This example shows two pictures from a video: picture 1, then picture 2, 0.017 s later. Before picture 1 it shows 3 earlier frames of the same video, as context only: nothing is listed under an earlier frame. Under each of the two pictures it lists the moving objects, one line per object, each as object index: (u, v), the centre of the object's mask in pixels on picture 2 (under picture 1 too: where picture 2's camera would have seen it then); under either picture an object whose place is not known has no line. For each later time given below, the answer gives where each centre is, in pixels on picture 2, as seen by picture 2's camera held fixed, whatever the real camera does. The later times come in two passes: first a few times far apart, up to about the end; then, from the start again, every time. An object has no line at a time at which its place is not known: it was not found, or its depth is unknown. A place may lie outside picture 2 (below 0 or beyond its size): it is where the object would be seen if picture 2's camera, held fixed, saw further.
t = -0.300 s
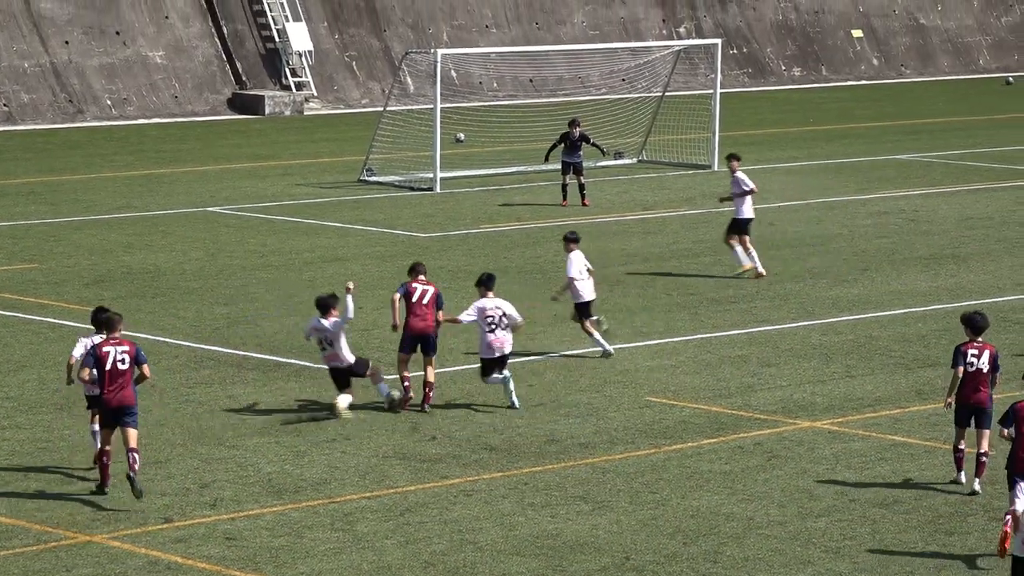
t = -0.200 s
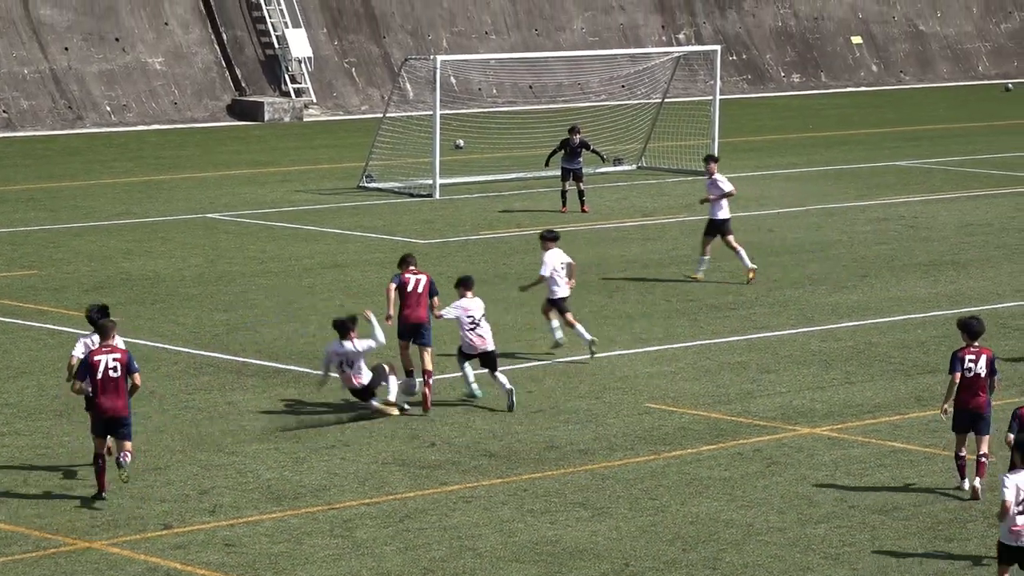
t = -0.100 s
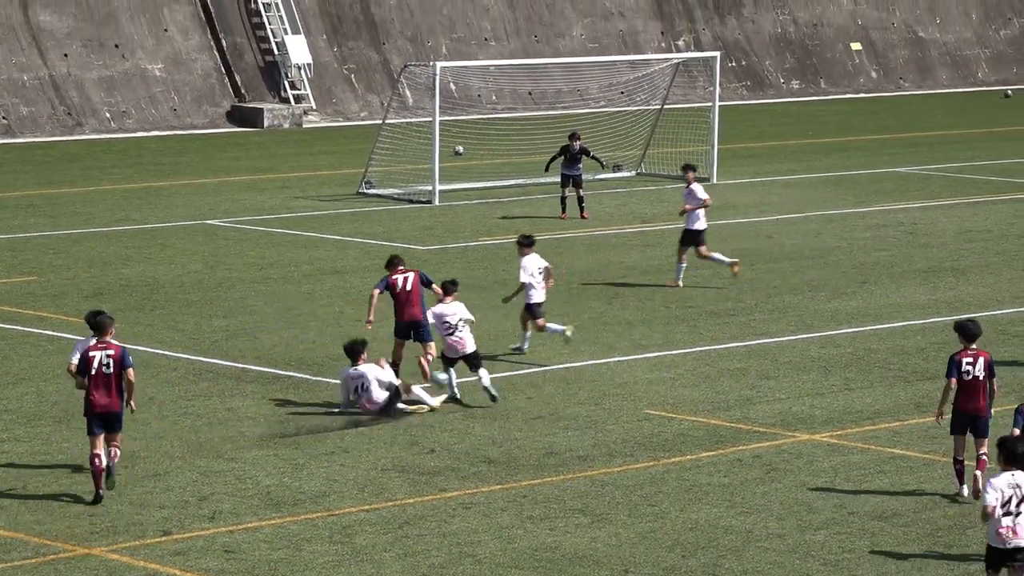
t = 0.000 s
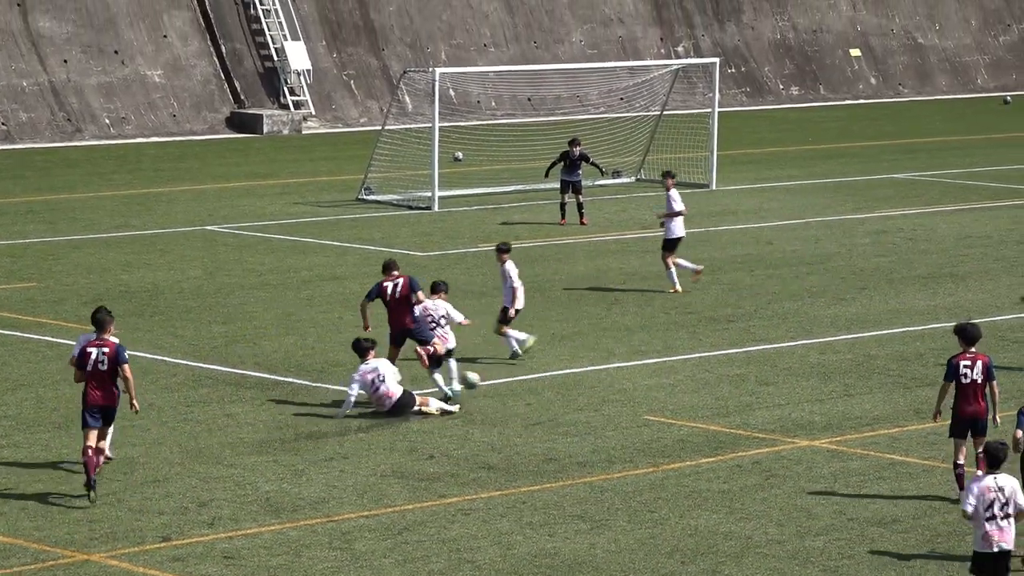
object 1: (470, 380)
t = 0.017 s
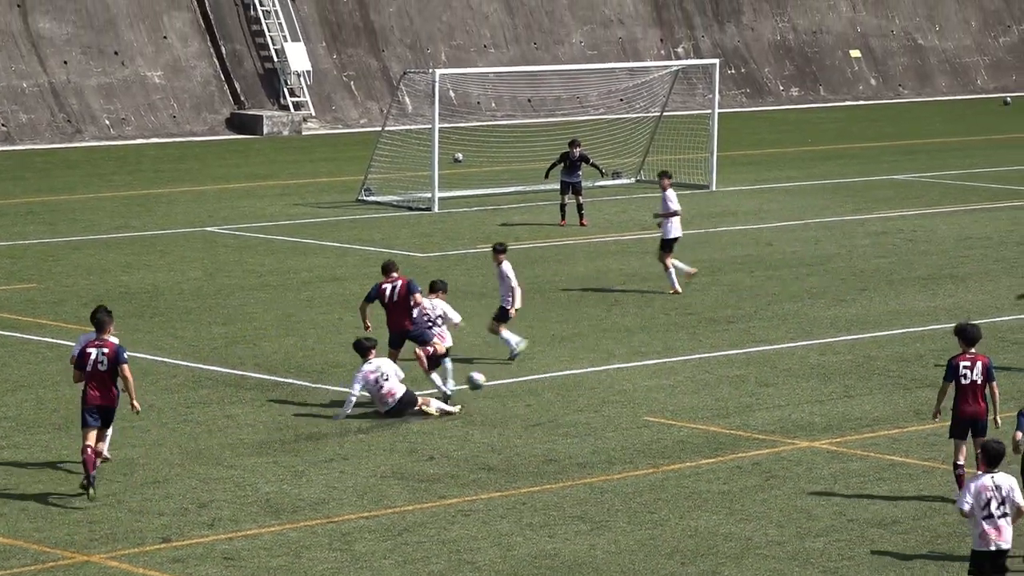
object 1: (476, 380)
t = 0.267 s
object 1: (541, 373)
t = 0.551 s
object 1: (592, 366)
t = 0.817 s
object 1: (625, 359)
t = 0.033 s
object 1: (481, 380)
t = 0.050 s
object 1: (485, 381)
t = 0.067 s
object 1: (490, 381)
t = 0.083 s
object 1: (496, 382)
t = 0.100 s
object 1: (501, 383)
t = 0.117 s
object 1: (505, 384)
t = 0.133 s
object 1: (511, 385)
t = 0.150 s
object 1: (515, 387)
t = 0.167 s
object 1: (521, 387)
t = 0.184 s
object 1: (524, 385)
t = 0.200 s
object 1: (527, 383)
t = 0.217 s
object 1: (530, 380)
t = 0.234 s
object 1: (534, 378)
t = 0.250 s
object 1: (537, 376)
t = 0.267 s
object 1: (541, 373)
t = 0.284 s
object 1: (544, 372)
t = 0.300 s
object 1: (548, 370)
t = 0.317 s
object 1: (550, 369)
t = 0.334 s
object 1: (554, 368)
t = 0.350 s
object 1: (557, 367)
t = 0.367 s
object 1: (561, 367)
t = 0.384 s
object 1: (564, 367)
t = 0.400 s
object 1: (567, 367)
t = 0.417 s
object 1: (570, 367)
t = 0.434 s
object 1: (573, 367)
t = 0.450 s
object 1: (576, 368)
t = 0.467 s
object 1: (579, 369)
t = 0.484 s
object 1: (582, 370)
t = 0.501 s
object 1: (585, 370)
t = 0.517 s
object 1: (587, 369)
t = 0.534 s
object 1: (590, 368)
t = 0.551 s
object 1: (592, 366)
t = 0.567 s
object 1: (594, 364)
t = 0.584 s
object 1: (597, 363)
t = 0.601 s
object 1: (599, 362)
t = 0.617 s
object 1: (601, 361)
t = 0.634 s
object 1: (603, 361)
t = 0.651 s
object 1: (605, 360)
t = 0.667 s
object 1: (607, 360)
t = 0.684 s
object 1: (609, 360)
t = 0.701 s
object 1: (611, 360)
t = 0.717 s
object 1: (613, 361)
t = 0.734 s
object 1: (615, 362)
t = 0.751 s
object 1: (617, 362)
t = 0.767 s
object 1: (619, 362)
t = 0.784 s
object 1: (621, 361)
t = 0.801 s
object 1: (623, 360)
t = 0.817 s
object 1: (625, 359)
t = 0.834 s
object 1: (627, 358)
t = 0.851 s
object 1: (628, 357)
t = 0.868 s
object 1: (630, 357)
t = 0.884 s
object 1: (632, 356)
